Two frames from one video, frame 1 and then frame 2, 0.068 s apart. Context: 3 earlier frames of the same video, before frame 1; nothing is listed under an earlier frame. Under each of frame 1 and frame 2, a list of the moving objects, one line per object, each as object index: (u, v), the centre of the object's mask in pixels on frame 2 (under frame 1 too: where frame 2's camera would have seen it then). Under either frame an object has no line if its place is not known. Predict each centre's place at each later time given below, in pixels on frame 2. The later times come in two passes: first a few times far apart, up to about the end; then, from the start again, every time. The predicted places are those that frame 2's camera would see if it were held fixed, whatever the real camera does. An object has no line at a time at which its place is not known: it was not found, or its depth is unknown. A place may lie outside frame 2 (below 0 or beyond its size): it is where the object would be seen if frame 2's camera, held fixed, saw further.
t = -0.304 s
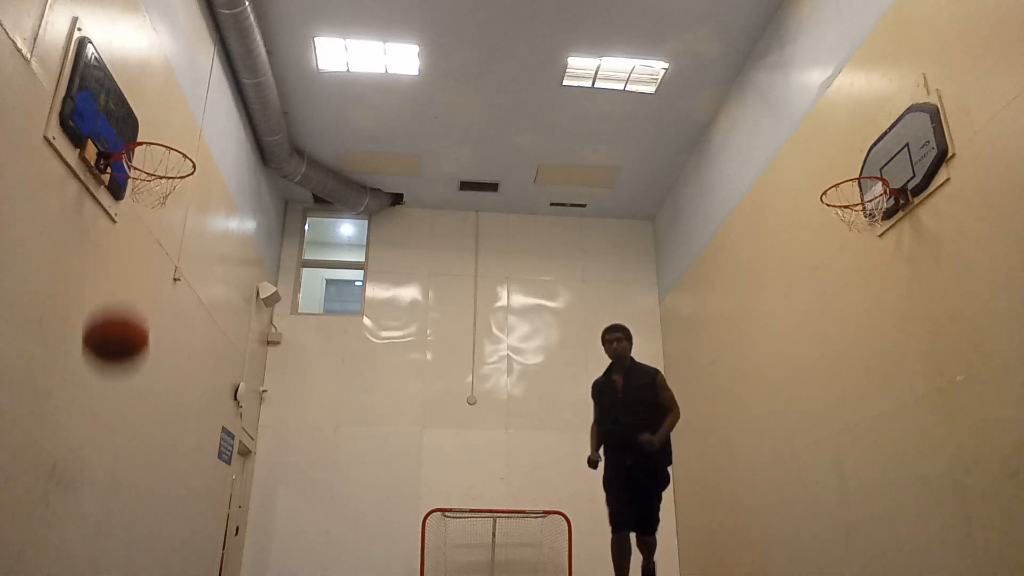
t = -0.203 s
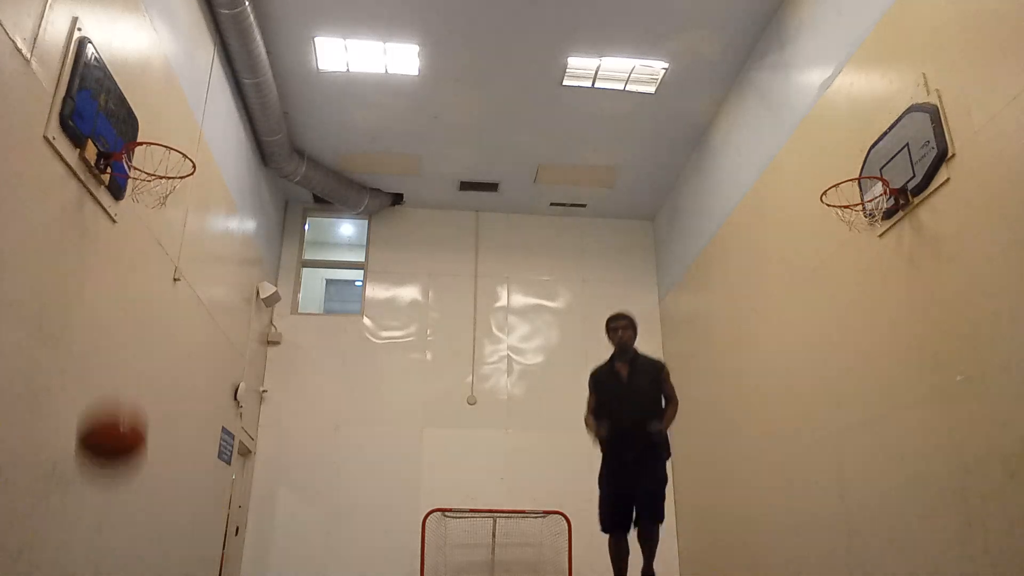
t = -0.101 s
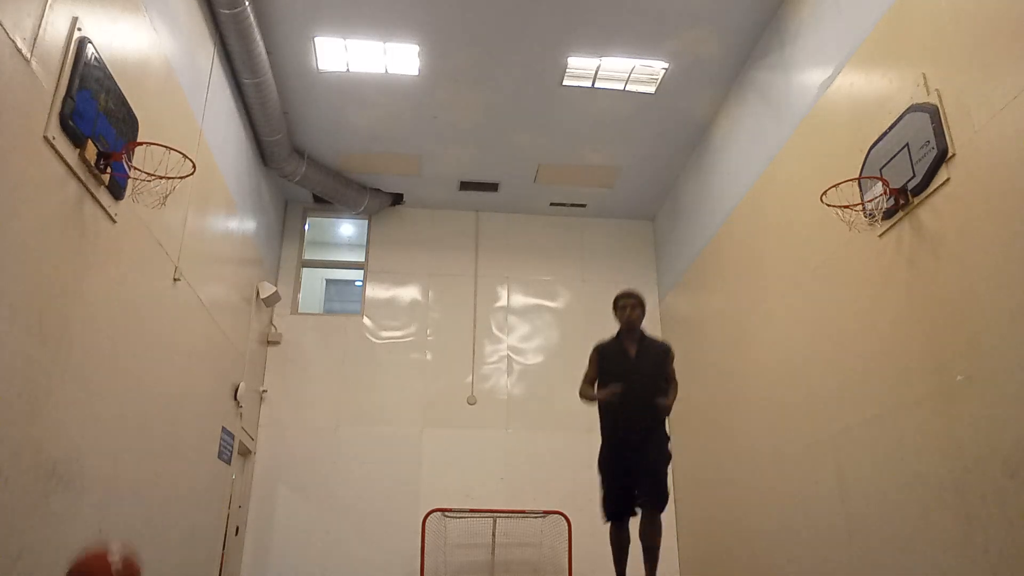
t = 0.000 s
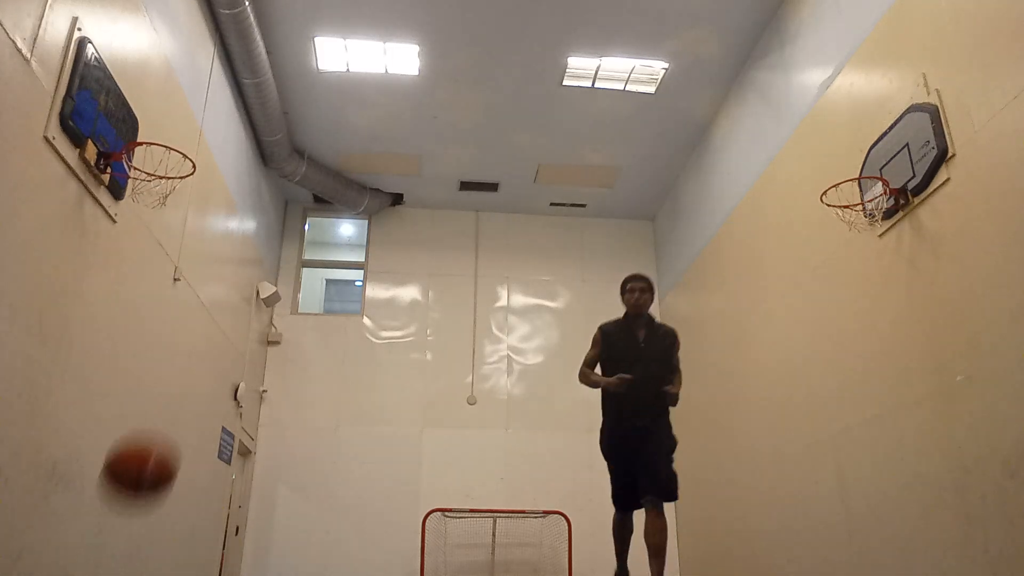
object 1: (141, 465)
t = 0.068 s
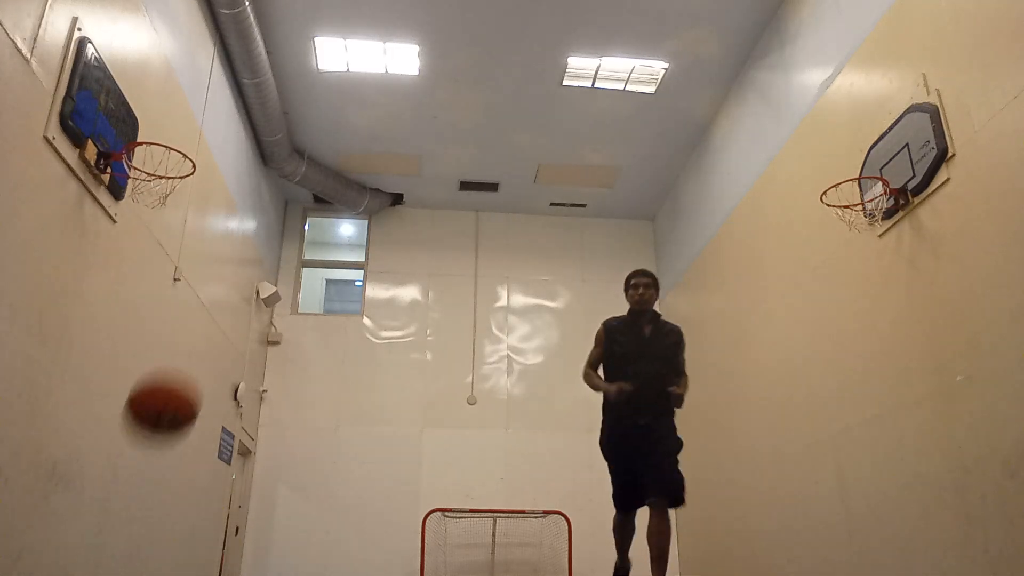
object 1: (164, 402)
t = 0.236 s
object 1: (209, 301)
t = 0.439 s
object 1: (250, 264)
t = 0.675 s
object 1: (286, 362)
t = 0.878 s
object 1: (323, 520)
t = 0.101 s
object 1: (174, 376)
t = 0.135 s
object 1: (183, 355)
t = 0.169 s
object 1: (192, 334)
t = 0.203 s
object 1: (200, 316)
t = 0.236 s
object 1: (209, 301)
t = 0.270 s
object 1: (217, 288)
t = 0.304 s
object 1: (224, 277)
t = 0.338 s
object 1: (231, 269)
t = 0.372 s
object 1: (238, 265)
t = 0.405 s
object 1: (244, 263)
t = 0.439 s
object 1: (250, 264)
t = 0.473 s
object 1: (256, 267)
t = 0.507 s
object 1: (261, 273)
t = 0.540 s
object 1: (267, 283)
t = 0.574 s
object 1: (272, 297)
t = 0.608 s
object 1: (277, 315)
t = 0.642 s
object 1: (283, 337)
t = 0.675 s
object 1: (286, 362)
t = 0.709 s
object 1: (291, 398)
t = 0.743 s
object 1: (297, 434)
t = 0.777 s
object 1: (300, 481)
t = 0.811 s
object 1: (304, 540)
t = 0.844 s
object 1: (310, 555)
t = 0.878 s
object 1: (323, 520)
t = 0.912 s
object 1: (336, 478)
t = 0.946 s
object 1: (347, 439)
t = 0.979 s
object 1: (361, 402)
